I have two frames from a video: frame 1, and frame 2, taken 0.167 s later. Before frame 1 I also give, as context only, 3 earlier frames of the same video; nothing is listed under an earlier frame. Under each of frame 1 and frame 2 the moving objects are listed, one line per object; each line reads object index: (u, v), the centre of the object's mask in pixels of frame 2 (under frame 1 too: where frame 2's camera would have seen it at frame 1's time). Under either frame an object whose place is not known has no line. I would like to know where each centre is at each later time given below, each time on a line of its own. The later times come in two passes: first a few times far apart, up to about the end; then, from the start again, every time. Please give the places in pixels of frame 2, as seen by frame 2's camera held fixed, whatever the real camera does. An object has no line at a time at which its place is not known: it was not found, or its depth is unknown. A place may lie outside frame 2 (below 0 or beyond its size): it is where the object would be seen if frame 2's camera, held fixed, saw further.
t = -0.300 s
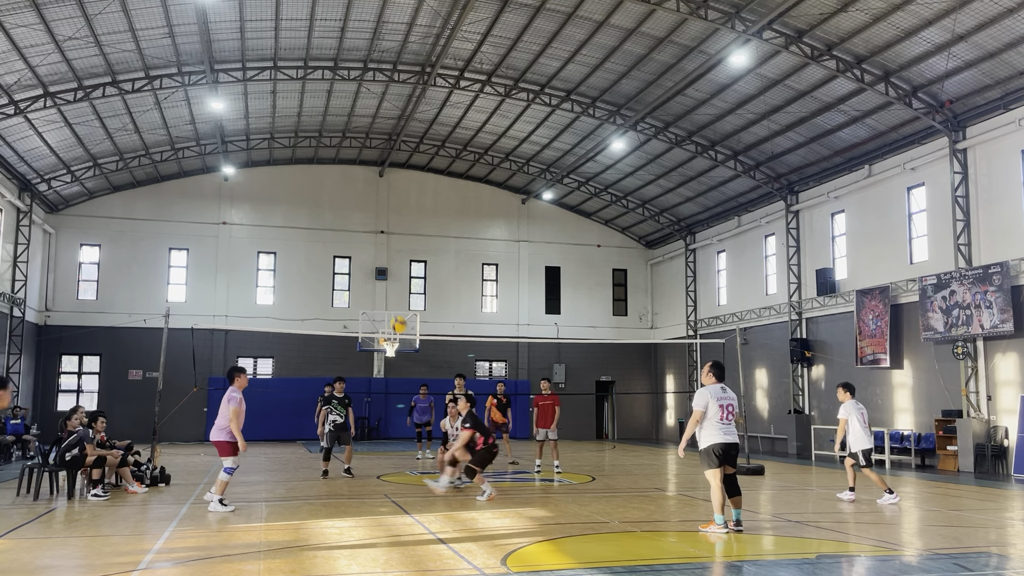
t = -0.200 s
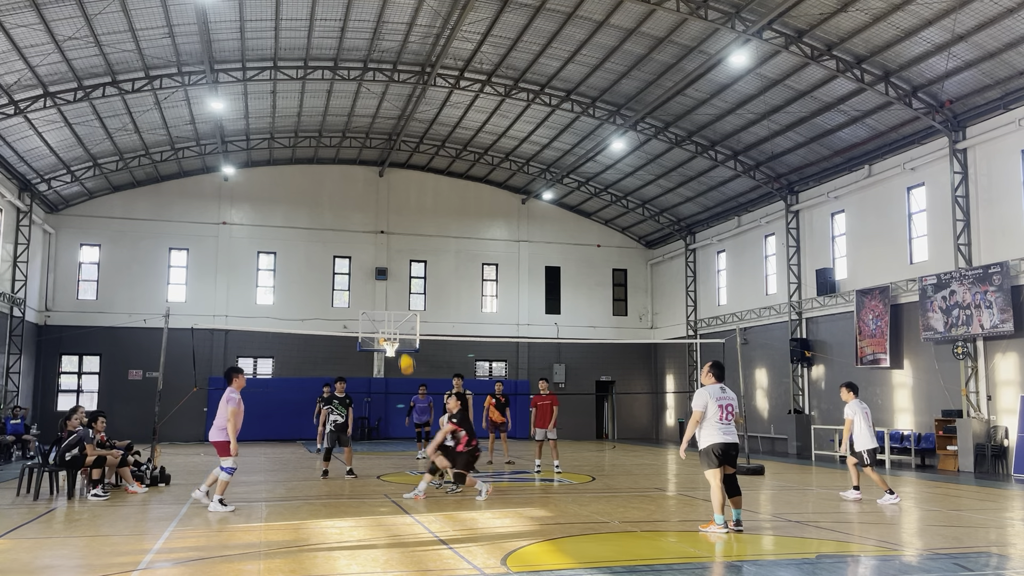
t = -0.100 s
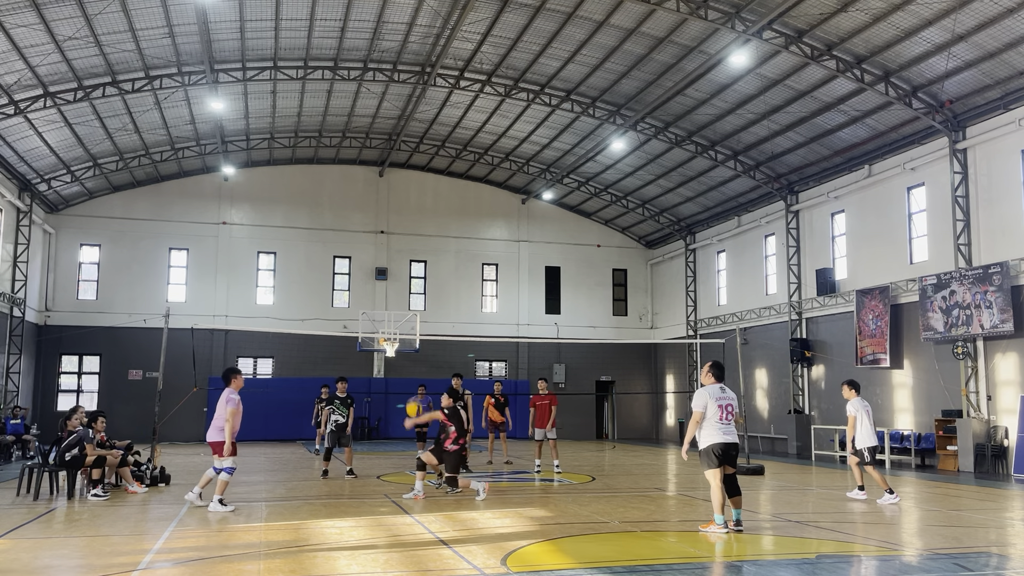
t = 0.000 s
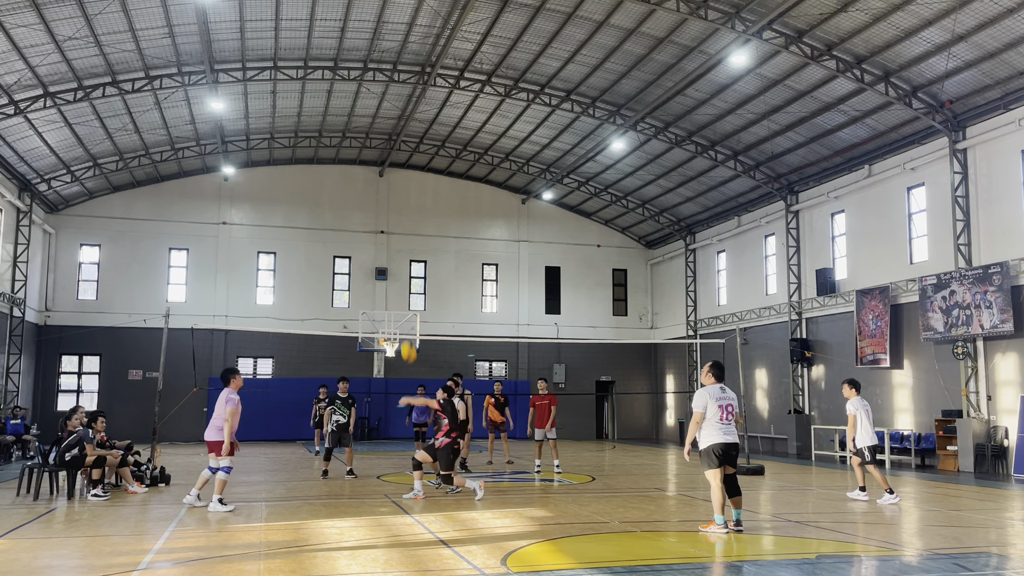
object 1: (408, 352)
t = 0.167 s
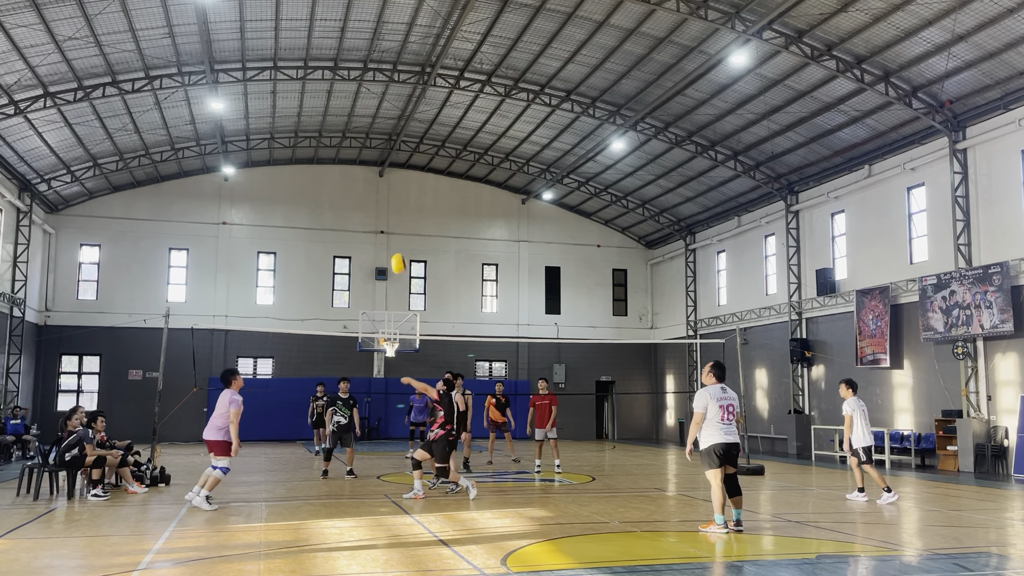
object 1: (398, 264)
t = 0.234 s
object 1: (395, 237)
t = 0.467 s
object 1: (383, 169)
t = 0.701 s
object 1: (372, 141)
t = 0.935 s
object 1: (360, 150)
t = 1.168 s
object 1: (347, 195)
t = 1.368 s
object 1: (336, 261)
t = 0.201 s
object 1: (397, 250)
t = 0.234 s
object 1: (395, 237)
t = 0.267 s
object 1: (394, 224)
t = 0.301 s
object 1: (392, 213)
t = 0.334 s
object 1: (391, 203)
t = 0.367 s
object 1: (388, 193)
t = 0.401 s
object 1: (387, 184)
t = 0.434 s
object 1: (385, 176)
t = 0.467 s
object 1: (383, 169)
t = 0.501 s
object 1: (382, 163)
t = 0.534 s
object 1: (380, 158)
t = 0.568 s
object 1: (379, 153)
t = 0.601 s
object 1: (377, 149)
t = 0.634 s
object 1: (375, 146)
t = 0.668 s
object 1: (374, 143)
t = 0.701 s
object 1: (372, 141)
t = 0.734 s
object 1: (370, 140)
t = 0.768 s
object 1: (369, 140)
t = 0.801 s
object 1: (367, 141)
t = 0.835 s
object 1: (365, 142)
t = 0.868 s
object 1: (363, 144)
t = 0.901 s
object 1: (362, 146)
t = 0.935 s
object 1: (360, 150)
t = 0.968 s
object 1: (358, 155)
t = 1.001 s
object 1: (356, 159)
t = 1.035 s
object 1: (354, 166)
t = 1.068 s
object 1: (352, 172)
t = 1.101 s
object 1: (350, 179)
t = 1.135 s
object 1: (349, 187)
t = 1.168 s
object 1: (347, 195)
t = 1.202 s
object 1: (345, 204)
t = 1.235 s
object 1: (343, 215)
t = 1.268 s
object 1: (342, 225)
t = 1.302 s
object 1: (340, 236)
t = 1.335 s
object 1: (338, 248)
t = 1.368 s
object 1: (336, 261)
